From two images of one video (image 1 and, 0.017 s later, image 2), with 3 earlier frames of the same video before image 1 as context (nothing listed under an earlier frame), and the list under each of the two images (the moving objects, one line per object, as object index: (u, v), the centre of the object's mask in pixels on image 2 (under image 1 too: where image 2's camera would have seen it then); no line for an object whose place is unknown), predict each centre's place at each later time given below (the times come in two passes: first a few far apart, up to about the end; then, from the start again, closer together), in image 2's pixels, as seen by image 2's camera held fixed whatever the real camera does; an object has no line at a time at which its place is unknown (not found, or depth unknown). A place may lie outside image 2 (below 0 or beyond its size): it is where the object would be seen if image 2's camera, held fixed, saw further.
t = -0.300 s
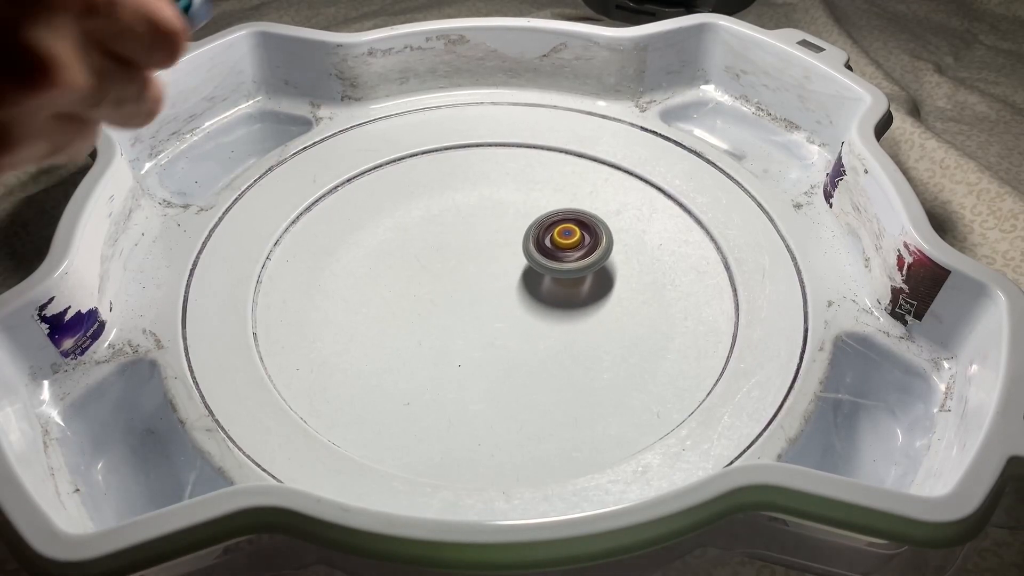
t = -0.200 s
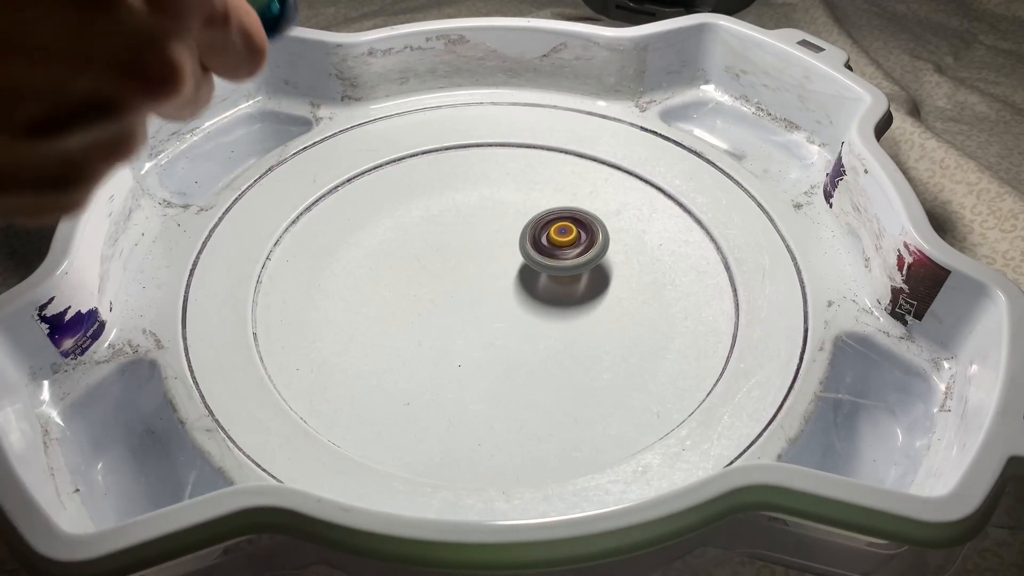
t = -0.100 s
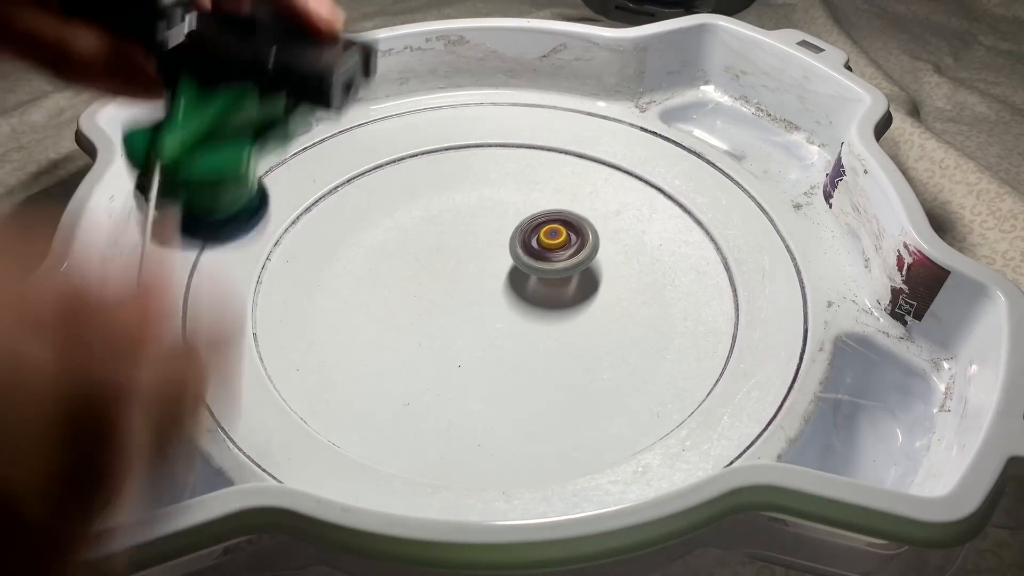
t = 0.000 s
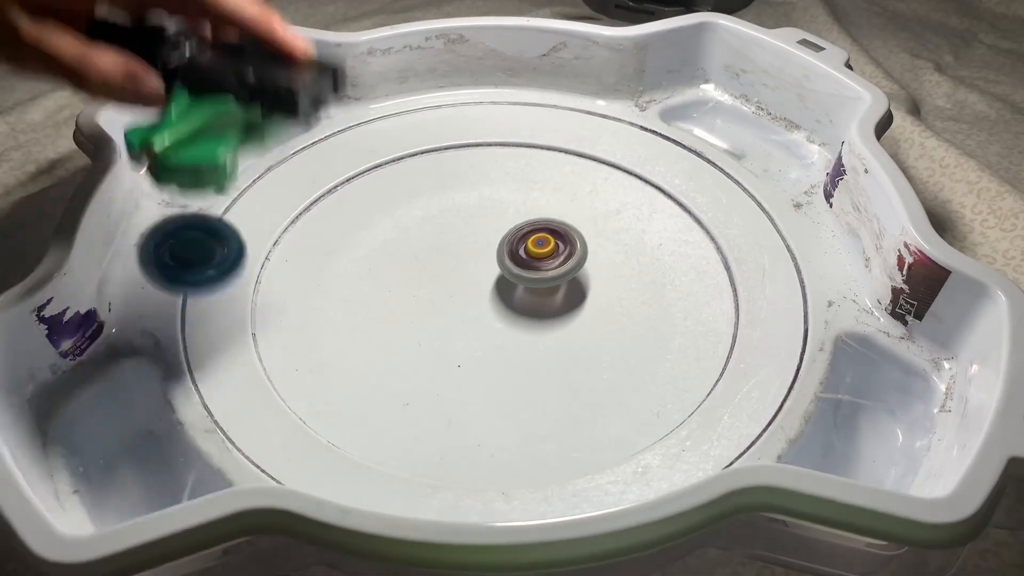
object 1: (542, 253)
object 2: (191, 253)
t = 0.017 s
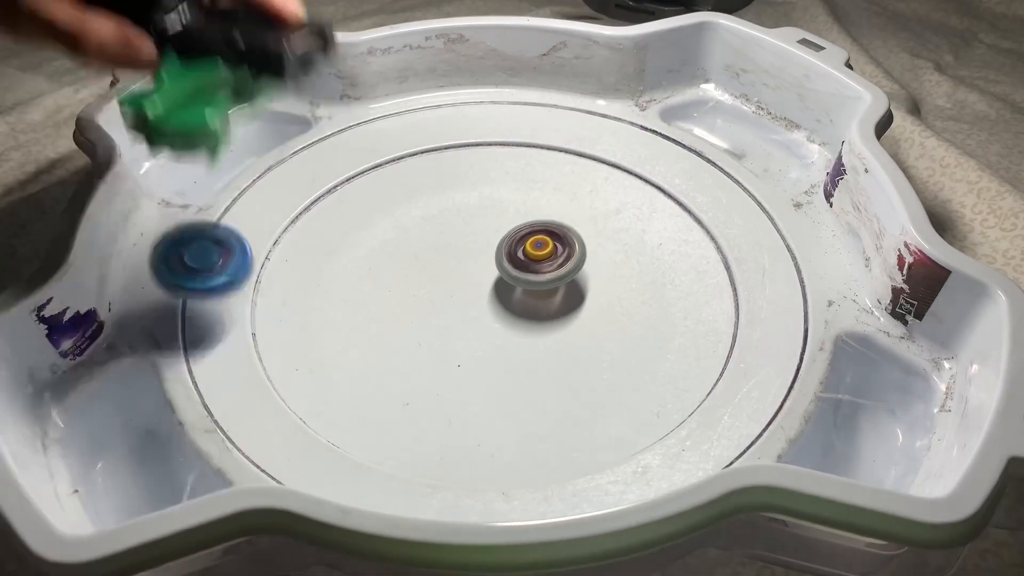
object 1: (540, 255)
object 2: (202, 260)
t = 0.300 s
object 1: (529, 297)
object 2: (436, 178)
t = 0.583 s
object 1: (562, 313)
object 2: (418, 221)
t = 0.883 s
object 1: (571, 299)
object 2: (410, 252)
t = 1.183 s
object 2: (424, 188)
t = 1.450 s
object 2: (522, 197)
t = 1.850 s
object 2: (561, 221)
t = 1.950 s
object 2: (615, 166)
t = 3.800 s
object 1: (290, 281)
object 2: (615, 265)
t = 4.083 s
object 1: (461, 290)
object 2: (572, 317)
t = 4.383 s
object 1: (446, 232)
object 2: (573, 258)
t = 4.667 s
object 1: (435, 216)
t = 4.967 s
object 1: (451, 227)
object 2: (592, 269)
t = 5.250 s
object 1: (293, 153)
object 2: (592, 314)
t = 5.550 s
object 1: (344, 204)
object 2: (519, 350)
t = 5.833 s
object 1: (485, 272)
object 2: (540, 333)
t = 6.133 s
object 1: (542, 230)
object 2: (525, 330)
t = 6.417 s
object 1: (562, 232)
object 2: (457, 350)
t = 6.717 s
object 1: (565, 247)
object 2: (476, 310)
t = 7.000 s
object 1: (578, 271)
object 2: (387, 327)
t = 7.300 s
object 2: (478, 273)
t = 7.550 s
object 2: (366, 271)
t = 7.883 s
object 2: (472, 287)
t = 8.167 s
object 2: (419, 269)
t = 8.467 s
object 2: (457, 270)
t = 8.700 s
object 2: (464, 259)
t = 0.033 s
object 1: (539, 258)
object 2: (206, 283)
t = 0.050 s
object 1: (538, 261)
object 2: (224, 272)
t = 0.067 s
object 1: (536, 264)
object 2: (252, 247)
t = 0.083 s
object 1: (534, 266)
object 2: (274, 243)
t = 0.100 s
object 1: (533, 269)
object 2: (297, 238)
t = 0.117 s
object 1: (533, 272)
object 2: (313, 261)
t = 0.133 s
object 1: (533, 274)
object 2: (339, 261)
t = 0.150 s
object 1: (532, 276)
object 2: (362, 263)
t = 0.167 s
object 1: (531, 280)
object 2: (375, 254)
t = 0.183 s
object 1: (531, 282)
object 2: (389, 248)
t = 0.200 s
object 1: (529, 283)
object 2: (404, 242)
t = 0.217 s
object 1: (529, 285)
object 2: (414, 233)
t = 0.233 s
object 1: (528, 287)
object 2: (424, 224)
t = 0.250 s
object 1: (528, 290)
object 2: (430, 213)
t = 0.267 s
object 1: (528, 292)
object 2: (434, 201)
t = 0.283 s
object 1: (529, 294)
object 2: (436, 190)
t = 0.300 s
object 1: (529, 297)
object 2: (436, 178)
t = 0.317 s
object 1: (531, 299)
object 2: (433, 165)
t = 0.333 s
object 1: (532, 300)
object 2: (428, 151)
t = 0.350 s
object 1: (533, 303)
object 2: (420, 146)
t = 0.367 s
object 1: (535, 305)
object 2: (411, 153)
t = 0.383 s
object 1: (537, 305)
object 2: (404, 161)
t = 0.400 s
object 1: (540, 307)
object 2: (398, 171)
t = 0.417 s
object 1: (542, 308)
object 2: (391, 183)
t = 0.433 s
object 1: (544, 309)
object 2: (386, 198)
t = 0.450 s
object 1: (546, 309)
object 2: (385, 203)
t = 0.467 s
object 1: (548, 310)
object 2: (385, 207)
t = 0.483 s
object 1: (550, 311)
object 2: (386, 213)
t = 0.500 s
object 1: (553, 312)
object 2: (388, 216)
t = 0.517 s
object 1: (554, 312)
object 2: (391, 219)
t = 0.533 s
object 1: (557, 312)
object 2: (396, 220)
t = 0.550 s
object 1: (559, 313)
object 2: (403, 222)
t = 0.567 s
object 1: (561, 312)
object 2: (410, 222)
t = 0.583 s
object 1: (562, 313)
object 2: (418, 221)
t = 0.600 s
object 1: (564, 312)
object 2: (427, 217)
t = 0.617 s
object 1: (566, 312)
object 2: (436, 212)
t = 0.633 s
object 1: (568, 312)
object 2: (444, 206)
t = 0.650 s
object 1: (569, 311)
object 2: (450, 199)
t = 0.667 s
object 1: (571, 311)
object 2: (455, 191)
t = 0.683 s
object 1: (572, 311)
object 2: (457, 182)
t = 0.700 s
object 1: (573, 310)
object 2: (457, 172)
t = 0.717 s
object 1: (574, 309)
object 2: (457, 162)
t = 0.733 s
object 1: (575, 308)
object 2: (455, 152)
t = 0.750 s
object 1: (575, 308)
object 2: (451, 143)
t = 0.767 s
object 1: (575, 308)
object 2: (441, 147)
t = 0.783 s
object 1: (575, 307)
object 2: (431, 159)
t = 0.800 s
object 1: (575, 305)
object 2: (422, 174)
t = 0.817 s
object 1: (575, 304)
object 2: (412, 190)
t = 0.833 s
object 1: (574, 303)
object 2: (404, 208)
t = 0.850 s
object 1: (574, 302)
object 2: (400, 227)
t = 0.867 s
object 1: (573, 301)
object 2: (404, 238)
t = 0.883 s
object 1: (571, 299)
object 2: (410, 252)
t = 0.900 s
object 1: (569, 298)
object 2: (419, 263)
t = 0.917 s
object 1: (567, 298)
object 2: (432, 273)
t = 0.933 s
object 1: (565, 297)
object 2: (448, 281)
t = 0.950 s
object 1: (562, 297)
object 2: (466, 287)
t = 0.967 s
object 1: (576, 298)
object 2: (471, 282)
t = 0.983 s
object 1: (606, 306)
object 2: (463, 264)
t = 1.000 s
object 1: (639, 319)
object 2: (456, 249)
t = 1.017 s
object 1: (670, 327)
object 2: (449, 235)
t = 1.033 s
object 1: (700, 335)
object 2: (443, 223)
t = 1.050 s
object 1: (705, 334)
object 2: (436, 212)
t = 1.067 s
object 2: (430, 204)
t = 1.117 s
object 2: (427, 193)
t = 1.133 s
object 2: (425, 191)
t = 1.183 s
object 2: (424, 188)
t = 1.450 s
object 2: (522, 197)
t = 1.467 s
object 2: (528, 190)
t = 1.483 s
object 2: (531, 181)
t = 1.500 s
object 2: (532, 173)
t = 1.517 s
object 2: (534, 164)
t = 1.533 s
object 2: (533, 155)
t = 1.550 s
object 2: (530, 147)
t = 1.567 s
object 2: (524, 142)
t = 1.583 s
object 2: (508, 146)
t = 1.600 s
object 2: (493, 154)
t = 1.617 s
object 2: (477, 164)
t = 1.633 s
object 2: (462, 175)
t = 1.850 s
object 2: (561, 221)
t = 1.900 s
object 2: (595, 198)
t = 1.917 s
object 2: (603, 188)
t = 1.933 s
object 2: (610, 176)
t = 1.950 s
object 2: (615, 166)
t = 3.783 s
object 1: (281, 276)
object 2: (614, 271)
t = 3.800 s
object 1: (290, 281)
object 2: (615, 265)
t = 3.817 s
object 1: (300, 287)
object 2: (614, 261)
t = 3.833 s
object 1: (310, 288)
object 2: (610, 257)
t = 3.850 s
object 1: (322, 291)
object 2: (604, 256)
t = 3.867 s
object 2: (597, 257)
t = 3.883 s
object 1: (346, 297)
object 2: (590, 258)
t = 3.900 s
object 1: (358, 299)
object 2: (584, 261)
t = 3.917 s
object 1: (371, 301)
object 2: (578, 264)
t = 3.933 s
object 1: (383, 302)
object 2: (572, 268)
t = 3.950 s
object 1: (395, 302)
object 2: (567, 272)
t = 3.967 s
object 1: (407, 302)
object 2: (563, 276)
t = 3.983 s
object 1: (419, 302)
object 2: (560, 280)
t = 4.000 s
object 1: (431, 301)
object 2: (557, 285)
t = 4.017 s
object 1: (441, 300)
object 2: (553, 296)
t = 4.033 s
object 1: (452, 298)
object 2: (550, 303)
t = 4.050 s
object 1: (458, 296)
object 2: (553, 309)
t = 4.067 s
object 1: (459, 293)
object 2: (562, 314)
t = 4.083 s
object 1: (461, 290)
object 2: (572, 317)
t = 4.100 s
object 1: (461, 287)
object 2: (583, 314)
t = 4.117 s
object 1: (462, 284)
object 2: (592, 321)
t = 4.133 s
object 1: (462, 281)
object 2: (603, 321)
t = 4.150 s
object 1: (462, 277)
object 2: (612, 314)
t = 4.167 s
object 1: (462, 273)
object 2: (621, 310)
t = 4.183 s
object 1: (462, 270)
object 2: (630, 307)
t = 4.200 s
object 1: (461, 266)
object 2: (636, 301)
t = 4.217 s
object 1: (460, 263)
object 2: (642, 295)
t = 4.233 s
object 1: (458, 259)
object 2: (645, 288)
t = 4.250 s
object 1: (457, 256)
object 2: (646, 280)
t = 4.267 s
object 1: (456, 252)
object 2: (644, 273)
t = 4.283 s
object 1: (454, 249)
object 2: (638, 268)
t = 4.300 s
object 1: (453, 246)
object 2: (631, 263)
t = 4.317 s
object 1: (451, 244)
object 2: (621, 259)
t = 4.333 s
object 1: (450, 240)
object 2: (610, 257)
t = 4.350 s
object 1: (449, 237)
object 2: (599, 256)
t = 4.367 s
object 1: (447, 235)
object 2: (586, 257)
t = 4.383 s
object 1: (446, 232)
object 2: (573, 258)
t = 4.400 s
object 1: (445, 230)
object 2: (559, 260)
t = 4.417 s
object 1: (443, 228)
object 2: (546, 264)
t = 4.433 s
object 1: (442, 226)
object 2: (533, 269)
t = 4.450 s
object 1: (441, 224)
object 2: (521, 280)
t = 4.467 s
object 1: (440, 222)
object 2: (511, 288)
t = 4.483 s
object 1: (440, 221)
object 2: (502, 290)
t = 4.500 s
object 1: (439, 219)
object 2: (494, 304)
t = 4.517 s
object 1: (438, 219)
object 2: (487, 314)
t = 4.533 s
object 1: (438, 218)
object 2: (482, 325)
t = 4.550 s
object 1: (437, 217)
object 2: (480, 336)
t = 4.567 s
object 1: (437, 216)
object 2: (479, 347)
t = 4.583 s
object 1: (436, 216)
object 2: (481, 357)
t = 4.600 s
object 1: (436, 215)
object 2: (486, 368)
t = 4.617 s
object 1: (436, 215)
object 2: (493, 377)
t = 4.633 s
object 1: (435, 215)
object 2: (503, 386)
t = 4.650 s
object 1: (435, 215)
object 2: (516, 393)
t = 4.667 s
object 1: (435, 216)
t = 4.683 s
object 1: (435, 216)
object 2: (546, 404)
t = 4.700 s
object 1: (435, 216)
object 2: (563, 407)
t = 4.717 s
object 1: (435, 216)
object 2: (581, 407)
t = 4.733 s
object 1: (435, 217)
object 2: (598, 395)
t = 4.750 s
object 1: (436, 217)
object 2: (614, 390)
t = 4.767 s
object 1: (436, 218)
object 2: (627, 392)
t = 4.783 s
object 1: (437, 219)
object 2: (638, 384)
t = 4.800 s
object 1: (438, 219)
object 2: (647, 375)
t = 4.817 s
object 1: (439, 220)
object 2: (654, 357)
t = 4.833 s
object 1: (440, 221)
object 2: (657, 346)
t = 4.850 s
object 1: (441, 222)
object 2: (658, 335)
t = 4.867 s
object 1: (442, 222)
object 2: (655, 323)
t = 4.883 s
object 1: (443, 223)
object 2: (650, 312)
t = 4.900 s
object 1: (444, 224)
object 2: (643, 301)
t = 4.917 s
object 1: (446, 224)
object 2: (633, 291)
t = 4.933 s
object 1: (447, 225)
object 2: (620, 284)
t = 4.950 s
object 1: (449, 226)
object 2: (606, 276)
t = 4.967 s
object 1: (451, 227)
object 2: (592, 269)
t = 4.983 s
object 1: (453, 227)
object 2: (576, 265)
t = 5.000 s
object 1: (456, 228)
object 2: (558, 261)
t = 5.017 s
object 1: (458, 228)
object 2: (540, 260)
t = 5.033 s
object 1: (438, 214)
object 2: (550, 267)
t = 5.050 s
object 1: (415, 203)
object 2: (565, 274)
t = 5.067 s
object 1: (394, 190)
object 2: (579, 286)
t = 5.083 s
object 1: (372, 180)
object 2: (587, 293)
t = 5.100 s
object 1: (354, 170)
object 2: (593, 301)
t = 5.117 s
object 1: (342, 160)
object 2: (597, 306)
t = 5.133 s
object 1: (330, 153)
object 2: (600, 311)
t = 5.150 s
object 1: (320, 151)
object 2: (601, 313)
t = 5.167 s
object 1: (309, 152)
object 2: (601, 316)
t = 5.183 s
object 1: (303, 151)
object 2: (600, 316)
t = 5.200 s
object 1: (299, 151)
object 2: (599, 316)
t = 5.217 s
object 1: (296, 151)
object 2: (597, 315)
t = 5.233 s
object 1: (294, 152)
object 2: (595, 315)
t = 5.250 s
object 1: (293, 153)
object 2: (592, 314)
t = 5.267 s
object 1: (293, 155)
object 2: (589, 313)
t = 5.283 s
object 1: (293, 156)
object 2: (585, 312)
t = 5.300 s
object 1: (294, 157)
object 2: (581, 312)
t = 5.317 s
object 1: (295, 158)
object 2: (577, 312)
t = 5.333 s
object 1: (296, 160)
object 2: (572, 312)
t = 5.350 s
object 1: (297, 162)
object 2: (567, 313)
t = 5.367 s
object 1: (299, 163)
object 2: (562, 314)
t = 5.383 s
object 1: (301, 164)
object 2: (557, 315)
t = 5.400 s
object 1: (303, 167)
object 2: (551, 318)
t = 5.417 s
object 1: (305, 168)
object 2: (545, 320)
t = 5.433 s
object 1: (308, 170)
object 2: (540, 322)
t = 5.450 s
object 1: (311, 172)
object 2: (535, 327)
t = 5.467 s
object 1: (314, 174)
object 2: (530, 330)
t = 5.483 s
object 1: (318, 179)
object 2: (526, 335)
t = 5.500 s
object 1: (324, 185)
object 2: (523, 339)
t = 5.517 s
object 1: (330, 193)
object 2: (520, 342)
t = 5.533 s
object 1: (337, 199)
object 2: (518, 350)
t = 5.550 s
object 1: (344, 204)
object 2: (519, 350)
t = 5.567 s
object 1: (352, 210)
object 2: (519, 354)
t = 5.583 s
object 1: (360, 216)
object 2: (521, 358)
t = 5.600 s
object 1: (368, 222)
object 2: (523, 360)
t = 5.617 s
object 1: (376, 229)
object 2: (526, 362)
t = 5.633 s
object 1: (384, 235)
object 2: (530, 365)
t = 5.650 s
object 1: (393, 240)
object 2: (533, 366)
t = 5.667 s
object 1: (401, 245)
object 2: (537, 366)
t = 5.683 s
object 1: (410, 251)
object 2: (540, 365)
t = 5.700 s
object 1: (419, 255)
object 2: (544, 363)
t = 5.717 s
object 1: (427, 259)
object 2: (546, 360)
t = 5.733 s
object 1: (436, 263)
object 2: (549, 358)
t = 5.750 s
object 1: (445, 266)
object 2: (550, 354)
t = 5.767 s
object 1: (453, 268)
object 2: (550, 350)
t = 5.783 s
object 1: (461, 270)
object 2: (549, 346)
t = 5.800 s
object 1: (469, 270)
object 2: (547, 342)
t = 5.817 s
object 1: (477, 271)
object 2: (545, 337)
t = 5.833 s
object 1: (485, 272)
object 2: (540, 333)
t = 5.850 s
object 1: (488, 267)
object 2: (541, 336)
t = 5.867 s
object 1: (491, 261)
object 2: (542, 340)
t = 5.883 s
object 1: (494, 256)
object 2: (542, 342)
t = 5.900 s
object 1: (497, 253)
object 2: (543, 344)
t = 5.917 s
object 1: (501, 250)
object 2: (544, 344)
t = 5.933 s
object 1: (505, 246)
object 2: (544, 345)
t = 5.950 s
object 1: (509, 244)
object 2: (546, 346)
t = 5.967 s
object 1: (514, 242)
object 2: (546, 346)
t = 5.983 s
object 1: (518, 240)
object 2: (546, 346)
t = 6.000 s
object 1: (522, 238)
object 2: (544, 348)
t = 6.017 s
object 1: (526, 236)
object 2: (544, 344)
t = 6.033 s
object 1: (528, 234)
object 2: (542, 341)
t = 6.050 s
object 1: (531, 233)
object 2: (541, 340)
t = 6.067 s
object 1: (534, 232)
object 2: (538, 337)
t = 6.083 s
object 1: (536, 232)
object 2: (535, 336)
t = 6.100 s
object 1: (538, 231)
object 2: (532, 334)
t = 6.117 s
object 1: (540, 231)
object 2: (529, 332)
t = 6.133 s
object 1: (542, 230)
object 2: (525, 330)
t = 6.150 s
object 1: (544, 229)
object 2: (521, 329)
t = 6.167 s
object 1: (546, 229)
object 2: (516, 328)
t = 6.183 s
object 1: (548, 228)
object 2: (511, 328)
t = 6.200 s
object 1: (550, 228)
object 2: (505, 328)
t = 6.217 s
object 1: (551, 229)
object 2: (499, 327)
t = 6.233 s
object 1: (553, 229)
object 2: (492, 328)
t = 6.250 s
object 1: (554, 229)
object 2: (486, 329)
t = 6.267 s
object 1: (556, 229)
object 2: (481, 330)
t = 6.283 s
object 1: (557, 229)
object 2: (476, 332)
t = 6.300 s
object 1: (558, 230)
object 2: (471, 333)
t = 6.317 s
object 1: (559, 229)
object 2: (468, 335)
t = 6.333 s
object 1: (559, 230)
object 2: (464, 338)
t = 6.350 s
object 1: (560, 230)
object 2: (461, 341)
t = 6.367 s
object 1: (561, 230)
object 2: (458, 343)
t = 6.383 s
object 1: (561, 230)
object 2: (457, 346)
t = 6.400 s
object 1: (562, 231)
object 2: (457, 348)
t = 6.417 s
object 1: (562, 232)
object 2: (457, 350)
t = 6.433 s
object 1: (562, 231)
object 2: (458, 352)
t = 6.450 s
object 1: (562, 232)
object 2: (460, 354)
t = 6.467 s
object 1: (562, 232)
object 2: (462, 356)
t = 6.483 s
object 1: (562, 233)
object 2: (464, 361)
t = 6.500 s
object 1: (562, 234)
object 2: (469, 355)
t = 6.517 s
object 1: (562, 235)
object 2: (472, 354)
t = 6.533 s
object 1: (562, 235)
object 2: (477, 353)
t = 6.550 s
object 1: (563, 237)
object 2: (481, 350)
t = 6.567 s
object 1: (563, 237)
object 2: (484, 347)
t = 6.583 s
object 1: (564, 238)
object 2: (486, 349)
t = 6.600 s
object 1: (564, 240)
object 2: (489, 345)
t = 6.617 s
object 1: (564, 240)
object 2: (491, 340)
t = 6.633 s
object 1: (565, 241)
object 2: (492, 330)
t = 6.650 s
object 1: (564, 242)
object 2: (491, 325)
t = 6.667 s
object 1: (564, 244)
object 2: (489, 320)
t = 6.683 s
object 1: (564, 245)
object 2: (485, 320)
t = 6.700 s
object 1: (564, 246)
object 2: (481, 315)
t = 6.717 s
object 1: (565, 247)
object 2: (476, 310)
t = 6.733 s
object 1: (565, 249)
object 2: (472, 301)
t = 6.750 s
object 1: (566, 249)
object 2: (465, 297)
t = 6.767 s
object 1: (567, 251)
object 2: (456, 298)
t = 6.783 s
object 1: (568, 252)
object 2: (449, 296)
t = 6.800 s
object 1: (569, 253)
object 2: (441, 294)
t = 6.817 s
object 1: (569, 255)
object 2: (434, 293)
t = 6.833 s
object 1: (570, 256)
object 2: (425, 292)
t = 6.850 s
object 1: (571, 257)
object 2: (417, 292)
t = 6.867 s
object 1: (572, 259)
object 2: (410, 294)
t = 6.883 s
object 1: (573, 260)
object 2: (402, 296)
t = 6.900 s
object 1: (574, 263)
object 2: (396, 299)
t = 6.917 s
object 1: (575, 264)
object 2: (391, 302)
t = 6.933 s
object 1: (575, 265)
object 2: (387, 306)
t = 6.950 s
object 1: (576, 266)
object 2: (384, 311)
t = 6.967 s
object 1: (577, 268)
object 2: (383, 316)
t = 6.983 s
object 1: (577, 269)
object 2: (384, 322)
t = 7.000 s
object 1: (578, 271)
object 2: (387, 327)
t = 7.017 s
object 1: (579, 272)
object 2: (392, 332)
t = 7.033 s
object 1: (580, 274)
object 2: (398, 336)
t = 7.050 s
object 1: (580, 275)
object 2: (406, 340)
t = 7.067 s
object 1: (581, 277)
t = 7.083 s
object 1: (582, 278)
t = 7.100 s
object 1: (582, 279)
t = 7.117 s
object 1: (583, 281)
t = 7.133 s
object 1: (584, 282)
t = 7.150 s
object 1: (584, 284)
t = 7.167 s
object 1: (585, 286)
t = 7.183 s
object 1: (586, 287)
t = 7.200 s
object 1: (587, 288)
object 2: (492, 317)
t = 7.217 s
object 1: (591, 289)
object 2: (492, 310)
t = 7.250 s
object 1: (599, 291)
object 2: (489, 295)
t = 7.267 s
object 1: (601, 292)
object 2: (486, 287)
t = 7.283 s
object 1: (603, 293)
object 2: (482, 280)
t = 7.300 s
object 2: (478, 273)
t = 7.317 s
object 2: (472, 267)
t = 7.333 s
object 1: (606, 294)
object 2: (464, 261)
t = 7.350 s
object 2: (457, 256)
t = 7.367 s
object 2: (449, 252)
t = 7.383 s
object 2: (440, 248)
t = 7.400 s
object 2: (430, 245)
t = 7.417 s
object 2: (421, 244)
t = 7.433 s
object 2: (412, 244)
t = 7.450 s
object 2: (402, 244)
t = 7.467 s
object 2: (394, 246)
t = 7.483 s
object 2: (385, 250)
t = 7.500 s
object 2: (379, 253)
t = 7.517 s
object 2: (373, 259)
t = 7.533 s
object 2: (369, 265)
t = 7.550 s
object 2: (366, 271)
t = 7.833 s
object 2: (470, 302)
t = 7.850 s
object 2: (471, 297)
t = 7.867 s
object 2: (472, 292)
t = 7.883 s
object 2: (472, 287)
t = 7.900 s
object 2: (472, 282)
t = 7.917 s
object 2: (471, 277)
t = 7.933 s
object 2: (469, 273)
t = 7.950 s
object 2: (466, 269)
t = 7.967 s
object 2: (462, 265)
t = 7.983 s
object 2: (457, 262)
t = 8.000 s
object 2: (453, 260)
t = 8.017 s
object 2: (449, 258)
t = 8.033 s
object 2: (444, 257)
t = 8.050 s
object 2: (440, 256)
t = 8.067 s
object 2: (435, 256)
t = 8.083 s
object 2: (431, 256)
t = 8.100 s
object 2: (427, 258)
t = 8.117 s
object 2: (423, 260)
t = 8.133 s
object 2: (421, 263)
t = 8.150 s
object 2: (419, 266)
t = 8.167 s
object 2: (419, 269)
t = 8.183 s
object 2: (419, 273)
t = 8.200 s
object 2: (420, 276)
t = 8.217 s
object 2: (422, 280)
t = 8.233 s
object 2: (426, 284)
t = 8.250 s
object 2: (430, 288)
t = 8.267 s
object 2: (436, 291)
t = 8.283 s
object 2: (441, 293)
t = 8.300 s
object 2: (444, 292)
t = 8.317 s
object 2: (445, 289)
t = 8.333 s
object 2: (446, 286)
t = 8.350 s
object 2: (448, 284)
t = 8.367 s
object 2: (450, 282)
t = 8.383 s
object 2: (452, 280)
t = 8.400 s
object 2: (453, 278)
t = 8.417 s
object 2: (455, 275)
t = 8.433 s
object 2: (455, 274)
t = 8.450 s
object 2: (457, 272)
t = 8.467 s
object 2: (457, 270)
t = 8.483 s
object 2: (458, 269)
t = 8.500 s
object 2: (459, 267)
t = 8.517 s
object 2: (459, 265)
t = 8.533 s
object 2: (460, 264)
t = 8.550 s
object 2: (460, 263)
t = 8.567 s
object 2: (460, 262)
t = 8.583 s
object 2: (461, 261)
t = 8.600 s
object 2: (461, 260)
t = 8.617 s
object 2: (462, 259)
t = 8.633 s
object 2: (462, 259)
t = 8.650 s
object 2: (462, 259)
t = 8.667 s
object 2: (463, 259)
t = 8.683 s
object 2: (464, 259)
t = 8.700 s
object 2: (464, 259)
